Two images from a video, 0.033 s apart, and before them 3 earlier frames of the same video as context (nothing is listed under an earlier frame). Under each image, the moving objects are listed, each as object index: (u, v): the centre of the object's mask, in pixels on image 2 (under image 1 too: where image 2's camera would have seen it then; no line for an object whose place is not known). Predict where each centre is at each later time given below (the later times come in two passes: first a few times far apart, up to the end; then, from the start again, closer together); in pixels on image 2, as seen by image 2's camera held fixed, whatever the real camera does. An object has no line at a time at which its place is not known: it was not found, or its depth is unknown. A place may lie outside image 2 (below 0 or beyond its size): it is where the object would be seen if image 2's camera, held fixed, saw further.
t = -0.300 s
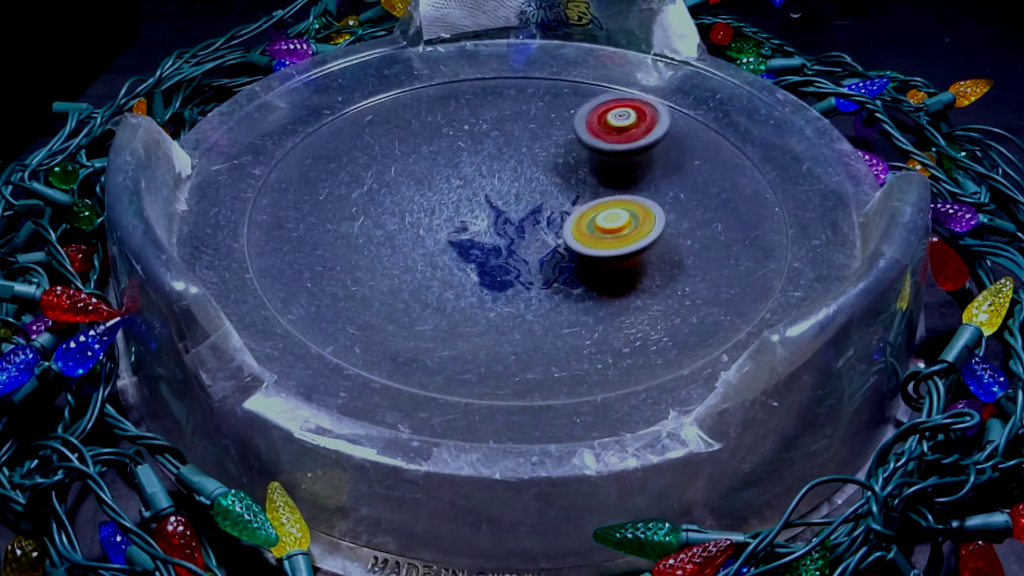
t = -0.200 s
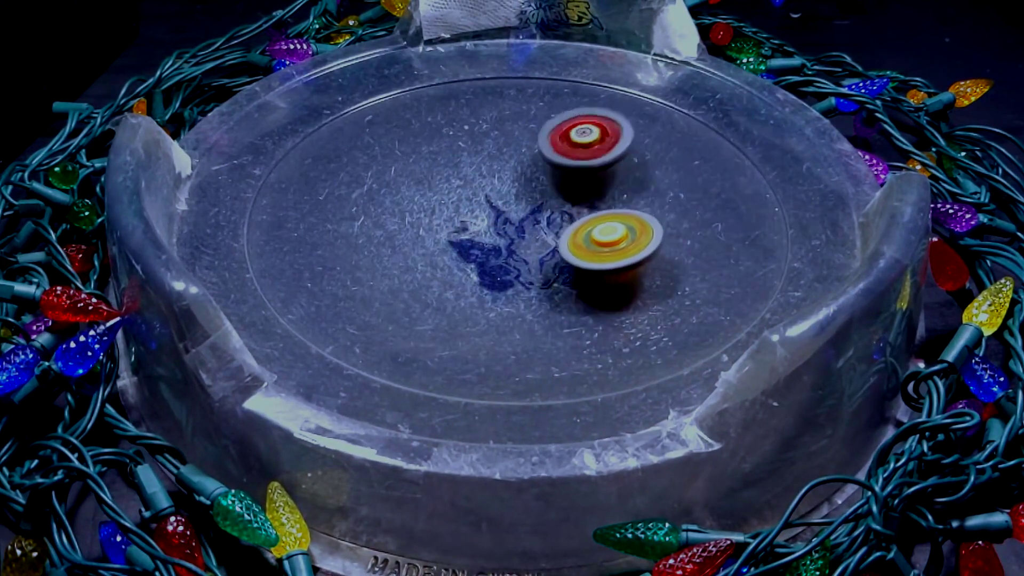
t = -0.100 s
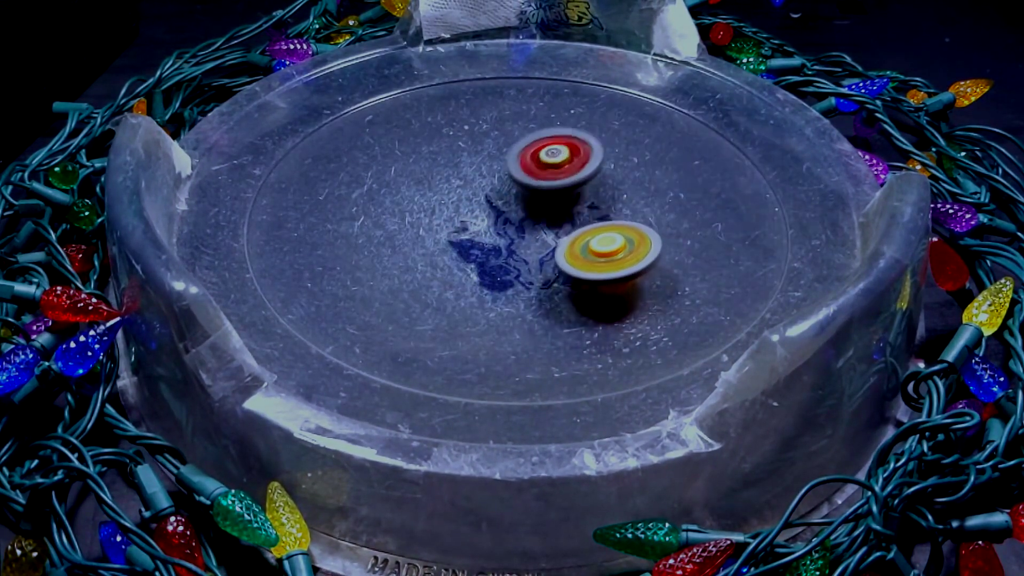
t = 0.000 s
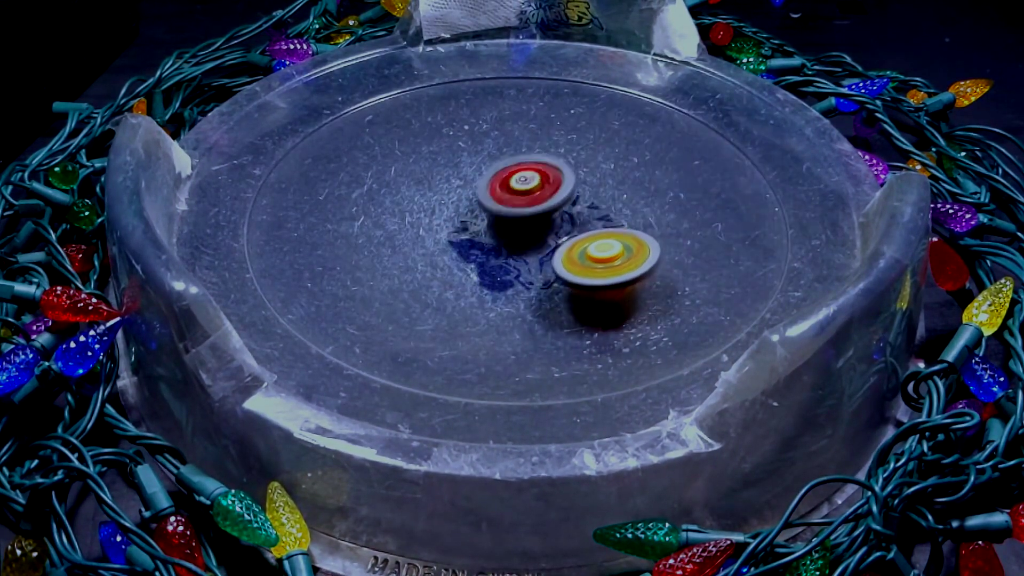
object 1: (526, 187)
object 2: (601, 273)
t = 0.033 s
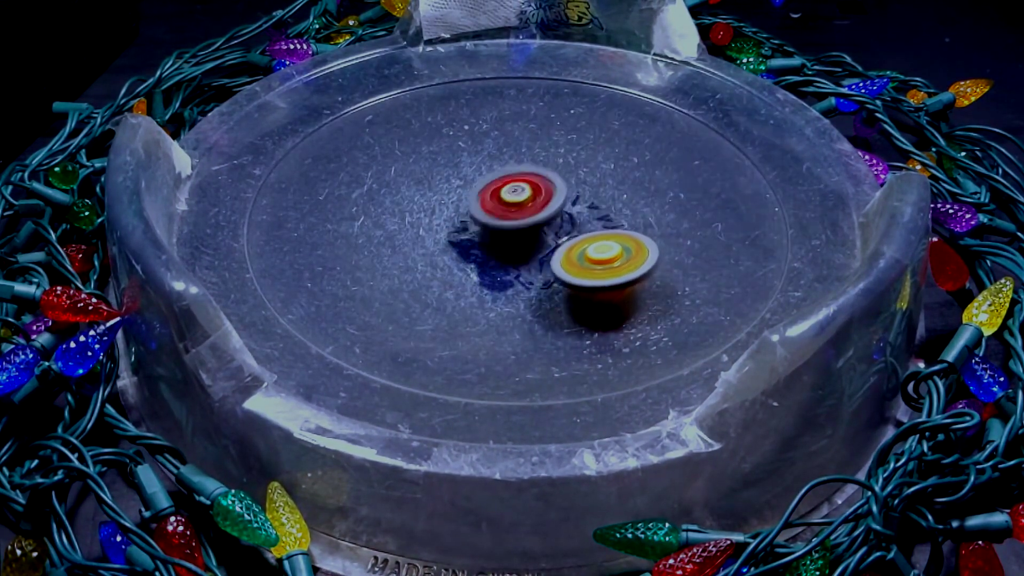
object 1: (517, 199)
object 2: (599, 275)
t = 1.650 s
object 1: (290, 137)
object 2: (350, 280)
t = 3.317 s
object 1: (487, 129)
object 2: (414, 199)
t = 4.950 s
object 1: (588, 214)
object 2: (478, 232)
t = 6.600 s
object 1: (473, 190)
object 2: (533, 256)
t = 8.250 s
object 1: (486, 316)
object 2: (561, 201)
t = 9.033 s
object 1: (499, 149)
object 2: (336, 187)
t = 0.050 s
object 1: (513, 205)
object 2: (598, 276)
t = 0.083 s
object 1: (507, 219)
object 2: (599, 276)
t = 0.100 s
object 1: (505, 224)
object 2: (597, 277)
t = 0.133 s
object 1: (500, 240)
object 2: (595, 280)
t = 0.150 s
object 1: (493, 245)
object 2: (603, 281)
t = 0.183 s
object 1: (481, 255)
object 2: (608, 283)
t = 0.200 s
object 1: (478, 260)
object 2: (608, 283)
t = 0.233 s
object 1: (475, 272)
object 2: (609, 284)
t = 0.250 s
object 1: (478, 278)
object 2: (608, 284)
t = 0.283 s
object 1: (487, 290)
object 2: (609, 285)
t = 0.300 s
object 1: (495, 296)
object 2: (609, 285)
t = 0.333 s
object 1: (511, 304)
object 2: (609, 284)
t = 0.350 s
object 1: (481, 314)
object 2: (627, 271)
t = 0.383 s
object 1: (422, 329)
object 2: (699, 242)
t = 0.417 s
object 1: (374, 335)
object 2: (739, 213)
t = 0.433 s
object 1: (354, 336)
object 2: (754, 200)
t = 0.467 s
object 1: (321, 340)
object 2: (773, 176)
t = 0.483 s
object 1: (316, 337)
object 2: (772, 166)
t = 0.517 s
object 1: (331, 337)
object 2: (749, 155)
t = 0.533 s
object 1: (340, 344)
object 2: (740, 150)
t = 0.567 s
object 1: (360, 352)
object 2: (723, 143)
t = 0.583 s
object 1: (369, 355)
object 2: (715, 139)
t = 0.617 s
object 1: (388, 360)
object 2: (698, 134)
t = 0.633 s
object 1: (397, 364)
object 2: (689, 132)
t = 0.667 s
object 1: (414, 367)
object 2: (672, 127)
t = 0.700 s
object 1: (427, 369)
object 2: (654, 124)
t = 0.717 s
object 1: (432, 370)
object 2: (644, 122)
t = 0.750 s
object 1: (440, 370)
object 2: (625, 120)
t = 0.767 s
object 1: (444, 369)
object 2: (616, 118)
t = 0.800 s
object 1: (450, 368)
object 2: (596, 117)
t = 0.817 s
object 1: (453, 368)
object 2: (586, 116)
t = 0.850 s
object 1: (460, 366)
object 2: (567, 116)
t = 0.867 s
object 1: (463, 365)
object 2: (557, 115)
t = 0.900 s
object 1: (469, 363)
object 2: (537, 116)
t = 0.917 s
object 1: (473, 362)
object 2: (527, 116)
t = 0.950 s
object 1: (480, 359)
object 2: (508, 118)
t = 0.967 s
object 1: (484, 357)
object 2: (499, 119)
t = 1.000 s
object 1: (497, 354)
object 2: (480, 121)
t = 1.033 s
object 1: (508, 348)
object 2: (462, 124)
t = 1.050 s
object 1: (513, 344)
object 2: (453, 127)
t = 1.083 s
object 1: (521, 337)
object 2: (436, 131)
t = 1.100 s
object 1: (524, 334)
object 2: (427, 133)
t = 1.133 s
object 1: (534, 322)
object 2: (411, 138)
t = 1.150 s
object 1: (540, 316)
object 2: (403, 141)
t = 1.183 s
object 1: (551, 299)
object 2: (387, 148)
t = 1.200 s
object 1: (556, 291)
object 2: (381, 150)
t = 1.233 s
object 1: (561, 272)
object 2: (368, 157)
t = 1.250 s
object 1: (560, 262)
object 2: (362, 161)
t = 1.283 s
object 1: (556, 245)
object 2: (351, 170)
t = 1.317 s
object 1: (542, 220)
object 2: (341, 178)
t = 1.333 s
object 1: (533, 210)
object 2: (336, 183)
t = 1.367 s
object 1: (512, 187)
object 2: (328, 194)
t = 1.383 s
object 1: (500, 182)
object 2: (325, 198)
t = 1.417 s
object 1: (471, 162)
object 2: (320, 209)
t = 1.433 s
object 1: (456, 155)
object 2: (318, 214)
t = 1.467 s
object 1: (426, 144)
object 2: (316, 225)
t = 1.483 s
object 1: (410, 139)
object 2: (315, 230)
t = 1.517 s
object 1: (378, 133)
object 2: (319, 240)
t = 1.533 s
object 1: (361, 131)
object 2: (319, 246)
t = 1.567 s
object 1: (330, 130)
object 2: (326, 255)
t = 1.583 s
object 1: (318, 131)
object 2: (327, 262)
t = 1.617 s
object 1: (300, 133)
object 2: (339, 271)
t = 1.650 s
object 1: (290, 137)
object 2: (350, 280)
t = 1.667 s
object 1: (287, 139)
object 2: (357, 284)
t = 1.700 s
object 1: (284, 144)
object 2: (371, 292)
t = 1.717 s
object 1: (284, 146)
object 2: (379, 296)
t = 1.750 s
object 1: (283, 149)
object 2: (394, 304)
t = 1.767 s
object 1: (284, 152)
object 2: (402, 307)
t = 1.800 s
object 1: (286, 156)
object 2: (423, 311)
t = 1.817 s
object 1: (287, 159)
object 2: (432, 313)
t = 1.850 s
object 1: (290, 164)
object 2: (452, 316)
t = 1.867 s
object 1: (292, 167)
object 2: (463, 316)
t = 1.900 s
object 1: (297, 171)
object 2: (482, 316)
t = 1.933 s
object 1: (302, 177)
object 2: (502, 316)
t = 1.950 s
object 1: (305, 180)
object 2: (512, 315)
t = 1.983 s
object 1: (315, 187)
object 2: (531, 312)
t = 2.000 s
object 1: (321, 191)
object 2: (540, 310)
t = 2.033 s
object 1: (336, 201)
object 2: (557, 305)
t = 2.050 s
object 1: (345, 206)
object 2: (565, 303)
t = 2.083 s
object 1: (367, 217)
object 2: (581, 296)
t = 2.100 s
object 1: (380, 221)
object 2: (588, 293)
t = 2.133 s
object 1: (409, 229)
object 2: (600, 285)
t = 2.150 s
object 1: (426, 231)
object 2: (605, 280)
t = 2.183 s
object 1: (464, 235)
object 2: (612, 273)
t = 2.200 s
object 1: (482, 234)
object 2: (617, 269)
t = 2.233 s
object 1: (520, 229)
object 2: (623, 261)
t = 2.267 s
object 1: (548, 216)
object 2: (631, 251)
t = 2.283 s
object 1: (559, 208)
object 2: (633, 249)
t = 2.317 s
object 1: (581, 189)
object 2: (637, 248)
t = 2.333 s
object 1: (590, 180)
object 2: (637, 248)
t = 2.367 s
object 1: (605, 161)
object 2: (637, 244)
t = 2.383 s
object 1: (610, 150)
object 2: (637, 241)
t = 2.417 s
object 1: (613, 130)
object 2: (638, 235)
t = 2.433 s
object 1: (611, 121)
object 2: (638, 233)
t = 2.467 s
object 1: (604, 101)
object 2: (640, 227)
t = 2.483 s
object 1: (600, 91)
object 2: (642, 224)
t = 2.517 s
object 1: (589, 77)
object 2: (661, 205)
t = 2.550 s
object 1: (581, 68)
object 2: (664, 195)
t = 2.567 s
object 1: (577, 65)
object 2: (662, 192)
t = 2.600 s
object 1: (570, 61)
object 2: (658, 185)
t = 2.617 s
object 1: (567, 61)
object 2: (656, 182)
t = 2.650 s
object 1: (563, 61)
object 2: (649, 176)
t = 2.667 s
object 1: (560, 62)
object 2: (645, 174)
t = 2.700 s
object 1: (556, 63)
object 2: (637, 169)
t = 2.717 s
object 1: (554, 65)
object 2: (633, 167)
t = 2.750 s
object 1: (549, 67)
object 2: (623, 164)
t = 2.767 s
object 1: (547, 69)
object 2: (618, 162)
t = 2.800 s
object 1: (543, 72)
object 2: (607, 160)
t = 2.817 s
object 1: (540, 74)
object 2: (602, 159)
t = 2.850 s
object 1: (536, 77)
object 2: (591, 158)
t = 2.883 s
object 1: (531, 82)
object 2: (579, 158)
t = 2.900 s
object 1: (529, 84)
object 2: (573, 158)
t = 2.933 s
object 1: (523, 91)
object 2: (561, 161)
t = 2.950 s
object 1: (521, 92)
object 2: (556, 163)
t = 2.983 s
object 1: (516, 96)
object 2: (545, 172)
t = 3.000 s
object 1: (515, 97)
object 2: (538, 173)
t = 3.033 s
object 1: (514, 107)
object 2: (521, 185)
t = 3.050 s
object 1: (513, 108)
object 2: (512, 187)
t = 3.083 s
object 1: (511, 112)
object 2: (491, 193)
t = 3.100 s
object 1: (509, 114)
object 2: (481, 196)
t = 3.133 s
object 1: (504, 116)
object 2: (465, 200)
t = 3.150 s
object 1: (501, 117)
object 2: (458, 201)
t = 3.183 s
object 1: (496, 121)
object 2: (447, 202)
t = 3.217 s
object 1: (493, 123)
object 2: (438, 201)
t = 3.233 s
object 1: (492, 124)
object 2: (434, 200)
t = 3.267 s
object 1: (490, 126)
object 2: (426, 199)
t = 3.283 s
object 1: (489, 126)
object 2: (422, 199)
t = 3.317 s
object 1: (487, 129)
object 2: (414, 199)
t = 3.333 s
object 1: (487, 131)
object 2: (411, 199)
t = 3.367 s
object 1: (486, 133)
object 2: (405, 199)
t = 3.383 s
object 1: (485, 135)
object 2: (402, 200)
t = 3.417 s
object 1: (485, 140)
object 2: (397, 201)
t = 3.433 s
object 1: (485, 142)
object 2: (395, 201)
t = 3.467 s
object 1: (485, 147)
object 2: (391, 203)
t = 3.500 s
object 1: (486, 152)
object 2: (389, 206)
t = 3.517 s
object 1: (486, 154)
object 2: (390, 207)
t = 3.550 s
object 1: (488, 159)
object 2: (391, 211)
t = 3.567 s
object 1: (488, 161)
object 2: (392, 214)
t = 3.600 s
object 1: (491, 168)
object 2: (396, 218)
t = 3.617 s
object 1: (493, 174)
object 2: (401, 219)
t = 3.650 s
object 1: (500, 183)
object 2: (409, 222)
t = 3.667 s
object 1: (505, 187)
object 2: (409, 224)
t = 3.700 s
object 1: (536, 189)
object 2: (391, 231)
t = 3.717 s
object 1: (550, 191)
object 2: (386, 234)
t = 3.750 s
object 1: (569, 193)
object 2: (384, 240)
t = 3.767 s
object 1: (579, 195)
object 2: (387, 242)
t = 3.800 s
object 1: (597, 197)
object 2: (393, 248)
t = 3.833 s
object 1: (614, 198)
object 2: (401, 253)
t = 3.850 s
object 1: (622, 198)
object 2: (405, 255)
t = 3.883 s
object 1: (638, 197)
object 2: (415, 259)
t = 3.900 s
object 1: (645, 196)
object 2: (421, 261)
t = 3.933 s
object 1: (655, 193)
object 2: (433, 263)
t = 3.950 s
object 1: (658, 192)
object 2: (438, 265)
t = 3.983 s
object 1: (662, 193)
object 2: (451, 266)
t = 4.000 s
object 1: (663, 192)
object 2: (457, 266)
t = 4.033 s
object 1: (664, 191)
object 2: (470, 267)
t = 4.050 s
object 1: (664, 191)
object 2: (476, 266)
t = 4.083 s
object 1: (664, 191)
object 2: (488, 265)
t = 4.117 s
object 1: (664, 191)
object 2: (501, 262)
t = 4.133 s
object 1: (664, 191)
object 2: (506, 261)
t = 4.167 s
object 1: (663, 191)
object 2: (516, 258)
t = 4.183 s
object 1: (663, 191)
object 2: (520, 257)
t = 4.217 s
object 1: (661, 192)
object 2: (529, 254)
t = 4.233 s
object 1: (659, 192)
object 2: (535, 254)
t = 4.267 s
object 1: (656, 193)
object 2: (537, 250)
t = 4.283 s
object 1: (655, 193)
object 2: (552, 245)
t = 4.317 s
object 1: (655, 194)
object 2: (555, 242)
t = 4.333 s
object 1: (661, 192)
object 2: (547, 240)
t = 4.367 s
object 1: (666, 190)
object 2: (534, 245)
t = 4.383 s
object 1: (666, 190)
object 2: (525, 240)
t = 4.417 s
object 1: (662, 192)
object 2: (523, 237)
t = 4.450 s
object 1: (658, 192)
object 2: (526, 233)
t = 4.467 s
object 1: (656, 192)
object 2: (527, 231)
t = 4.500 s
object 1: (651, 194)
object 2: (529, 229)
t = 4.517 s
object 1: (648, 194)
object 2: (529, 228)
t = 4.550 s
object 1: (641, 197)
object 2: (530, 226)
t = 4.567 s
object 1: (638, 199)
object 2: (530, 225)
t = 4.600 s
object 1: (642, 197)
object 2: (522, 224)
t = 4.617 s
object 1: (647, 198)
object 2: (509, 226)
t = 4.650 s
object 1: (652, 198)
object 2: (497, 223)
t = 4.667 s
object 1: (651, 198)
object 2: (494, 222)
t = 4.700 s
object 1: (648, 199)
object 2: (489, 221)
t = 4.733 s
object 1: (643, 201)
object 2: (485, 220)
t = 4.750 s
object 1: (641, 201)
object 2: (484, 221)
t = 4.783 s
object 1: (635, 203)
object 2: (482, 223)
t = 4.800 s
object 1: (631, 203)
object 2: (481, 223)
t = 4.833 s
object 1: (625, 205)
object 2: (480, 224)
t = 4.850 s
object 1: (621, 205)
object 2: (479, 225)
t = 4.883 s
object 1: (613, 208)
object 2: (478, 227)
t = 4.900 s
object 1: (608, 208)
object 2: (478, 228)
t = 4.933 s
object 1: (595, 213)
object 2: (478, 231)
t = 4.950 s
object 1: (588, 214)
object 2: (478, 232)
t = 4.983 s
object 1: (617, 215)
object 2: (429, 226)
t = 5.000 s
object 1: (639, 215)
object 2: (394, 221)
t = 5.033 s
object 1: (677, 215)
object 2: (339, 210)
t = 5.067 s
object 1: (702, 214)
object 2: (297, 201)
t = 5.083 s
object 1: (709, 214)
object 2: (281, 199)
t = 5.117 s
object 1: (714, 213)
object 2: (258, 196)
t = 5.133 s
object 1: (714, 212)
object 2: (251, 197)
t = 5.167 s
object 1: (712, 210)
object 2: (248, 199)
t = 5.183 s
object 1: (711, 209)
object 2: (254, 208)
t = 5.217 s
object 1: (708, 207)
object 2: (263, 217)
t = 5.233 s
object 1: (706, 207)
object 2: (267, 221)
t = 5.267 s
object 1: (701, 205)
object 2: (275, 228)
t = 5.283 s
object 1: (698, 205)
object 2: (279, 231)
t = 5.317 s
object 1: (692, 204)
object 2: (284, 235)
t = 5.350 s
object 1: (686, 204)
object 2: (289, 240)
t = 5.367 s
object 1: (682, 203)
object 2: (291, 242)
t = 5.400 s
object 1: (675, 204)
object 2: (295, 246)
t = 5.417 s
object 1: (671, 203)
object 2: (297, 248)
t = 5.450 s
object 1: (660, 203)
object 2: (302, 251)
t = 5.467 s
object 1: (654, 204)
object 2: (304, 252)
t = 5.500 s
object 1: (636, 205)
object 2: (311, 256)
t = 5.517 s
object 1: (626, 205)
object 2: (316, 258)
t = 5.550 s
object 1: (605, 208)
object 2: (328, 260)
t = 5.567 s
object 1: (592, 212)
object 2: (332, 261)
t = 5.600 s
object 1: (569, 215)
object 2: (343, 262)
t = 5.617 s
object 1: (557, 217)
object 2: (349, 263)
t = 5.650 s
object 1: (531, 223)
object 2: (361, 265)
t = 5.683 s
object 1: (506, 231)
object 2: (374, 266)
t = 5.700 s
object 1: (495, 235)
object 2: (381, 266)
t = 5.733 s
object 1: (512, 235)
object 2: (338, 265)
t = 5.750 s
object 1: (534, 233)
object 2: (306, 264)
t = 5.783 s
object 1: (572, 234)
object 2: (252, 261)
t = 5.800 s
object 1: (586, 231)
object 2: (241, 252)
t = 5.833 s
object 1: (612, 224)
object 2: (228, 243)
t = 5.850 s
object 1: (620, 222)
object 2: (224, 243)
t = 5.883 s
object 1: (627, 219)
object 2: (228, 243)
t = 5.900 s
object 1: (628, 217)
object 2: (231, 243)
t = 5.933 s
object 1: (628, 216)
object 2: (238, 242)
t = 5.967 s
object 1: (626, 213)
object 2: (244, 244)
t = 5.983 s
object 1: (626, 212)
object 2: (249, 243)
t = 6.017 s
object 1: (624, 210)
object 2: (257, 245)
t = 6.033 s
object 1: (623, 209)
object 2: (262, 250)
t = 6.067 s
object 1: (621, 206)
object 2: (278, 256)
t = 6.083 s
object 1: (619, 205)
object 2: (285, 257)
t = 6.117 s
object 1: (616, 204)
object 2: (297, 272)
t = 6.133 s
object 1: (614, 203)
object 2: (305, 273)
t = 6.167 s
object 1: (610, 201)
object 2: (318, 276)
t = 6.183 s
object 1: (607, 199)
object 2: (330, 264)
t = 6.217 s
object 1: (602, 197)
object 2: (344, 278)
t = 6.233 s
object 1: (599, 196)
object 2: (352, 279)
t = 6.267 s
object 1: (591, 193)
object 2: (373, 269)
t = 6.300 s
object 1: (581, 191)
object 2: (390, 280)
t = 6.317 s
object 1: (577, 190)
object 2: (399, 280)
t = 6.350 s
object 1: (566, 189)
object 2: (417, 279)
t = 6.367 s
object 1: (561, 188)
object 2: (425, 279)
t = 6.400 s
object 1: (547, 186)
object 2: (443, 277)
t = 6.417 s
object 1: (541, 188)
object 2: (451, 276)
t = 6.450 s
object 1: (528, 186)
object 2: (468, 272)
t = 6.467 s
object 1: (523, 187)
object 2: (477, 271)
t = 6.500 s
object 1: (512, 187)
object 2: (493, 267)
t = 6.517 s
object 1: (505, 187)
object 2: (501, 264)
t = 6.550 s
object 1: (494, 189)
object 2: (515, 260)
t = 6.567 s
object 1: (485, 188)
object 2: (521, 258)
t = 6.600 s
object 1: (473, 190)
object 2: (533, 256)
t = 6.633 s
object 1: (464, 194)
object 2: (543, 252)
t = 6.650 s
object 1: (459, 198)
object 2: (549, 249)
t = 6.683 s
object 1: (452, 200)
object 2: (562, 244)
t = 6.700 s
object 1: (450, 201)
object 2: (569, 241)
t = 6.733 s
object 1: (446, 204)
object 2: (581, 235)
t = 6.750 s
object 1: (445, 204)
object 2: (585, 233)
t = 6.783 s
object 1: (442, 206)
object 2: (592, 231)
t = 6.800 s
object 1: (442, 206)
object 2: (595, 229)
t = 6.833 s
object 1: (439, 208)
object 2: (602, 226)
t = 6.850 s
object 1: (439, 209)
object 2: (605, 225)
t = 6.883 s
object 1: (437, 210)
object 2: (610, 221)
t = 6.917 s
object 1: (436, 212)
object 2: (617, 216)
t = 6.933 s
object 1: (436, 212)
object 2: (621, 213)
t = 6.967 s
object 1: (436, 214)
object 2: (635, 200)
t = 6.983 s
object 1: (436, 214)
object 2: (638, 197)
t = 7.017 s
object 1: (436, 217)
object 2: (646, 189)
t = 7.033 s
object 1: (437, 216)
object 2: (649, 186)
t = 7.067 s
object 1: (438, 220)
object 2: (653, 182)
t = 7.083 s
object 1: (439, 220)
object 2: (655, 180)
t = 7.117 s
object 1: (440, 221)
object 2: (657, 175)
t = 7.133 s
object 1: (441, 222)
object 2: (658, 174)
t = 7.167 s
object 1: (443, 223)
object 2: (659, 170)
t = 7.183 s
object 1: (444, 224)
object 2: (660, 169)
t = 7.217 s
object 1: (446, 226)
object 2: (659, 167)
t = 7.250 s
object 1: (449, 228)
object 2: (657, 165)
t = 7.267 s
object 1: (450, 229)
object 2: (656, 165)
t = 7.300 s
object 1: (453, 230)
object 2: (653, 165)
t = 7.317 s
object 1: (455, 230)
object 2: (650, 165)
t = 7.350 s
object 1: (459, 232)
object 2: (646, 166)
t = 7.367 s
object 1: (460, 232)
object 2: (642, 167)
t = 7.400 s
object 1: (464, 233)
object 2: (637, 169)
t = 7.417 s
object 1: (467, 234)
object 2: (633, 171)
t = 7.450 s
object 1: (470, 234)
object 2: (626, 175)
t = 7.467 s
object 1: (473, 235)
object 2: (623, 176)
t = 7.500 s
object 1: (477, 236)
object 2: (616, 181)
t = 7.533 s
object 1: (481, 236)
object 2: (610, 186)
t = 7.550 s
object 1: (483, 236)
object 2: (606, 190)
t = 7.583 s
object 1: (489, 237)
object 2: (599, 196)
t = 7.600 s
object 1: (492, 237)
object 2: (597, 198)
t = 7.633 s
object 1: (500, 238)
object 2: (592, 204)
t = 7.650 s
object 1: (504, 238)
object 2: (590, 207)
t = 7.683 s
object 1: (502, 241)
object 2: (590, 209)
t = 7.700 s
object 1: (499, 244)
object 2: (592, 207)
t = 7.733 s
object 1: (495, 246)
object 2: (593, 208)
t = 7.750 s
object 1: (497, 246)
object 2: (592, 209)
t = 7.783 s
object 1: (498, 248)
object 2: (589, 212)
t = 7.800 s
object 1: (500, 248)
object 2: (587, 214)
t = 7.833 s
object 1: (501, 251)
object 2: (583, 217)
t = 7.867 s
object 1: (503, 252)
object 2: (580, 225)
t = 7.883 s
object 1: (489, 258)
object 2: (583, 223)
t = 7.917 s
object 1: (467, 271)
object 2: (601, 205)
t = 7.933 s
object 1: (459, 276)
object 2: (607, 201)
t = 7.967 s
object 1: (450, 287)
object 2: (614, 197)
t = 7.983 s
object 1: (449, 292)
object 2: (615, 196)
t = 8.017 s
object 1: (449, 301)
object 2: (611, 196)
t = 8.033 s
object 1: (451, 306)
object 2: (609, 196)
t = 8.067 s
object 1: (456, 312)
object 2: (601, 197)
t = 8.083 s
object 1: (460, 314)
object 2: (597, 198)
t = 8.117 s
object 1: (467, 316)
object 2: (592, 197)
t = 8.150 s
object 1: (472, 317)
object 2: (585, 197)
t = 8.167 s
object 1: (474, 317)
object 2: (582, 197)
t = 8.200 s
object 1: (479, 317)
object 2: (575, 198)
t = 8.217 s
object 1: (481, 317)
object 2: (570, 199)
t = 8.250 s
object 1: (486, 316)
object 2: (561, 201)
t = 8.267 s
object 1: (488, 316)
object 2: (557, 203)
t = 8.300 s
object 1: (492, 314)
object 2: (547, 204)
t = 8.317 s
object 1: (494, 314)
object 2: (543, 206)
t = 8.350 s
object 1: (499, 311)
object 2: (535, 210)
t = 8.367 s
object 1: (501, 310)
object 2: (532, 211)
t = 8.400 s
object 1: (506, 306)
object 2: (524, 214)
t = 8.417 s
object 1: (509, 304)
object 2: (521, 216)
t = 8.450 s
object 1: (515, 297)
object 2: (513, 217)
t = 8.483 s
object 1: (522, 287)
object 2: (505, 217)
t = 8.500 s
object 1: (525, 283)
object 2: (499, 218)
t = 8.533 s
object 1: (529, 270)
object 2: (491, 218)
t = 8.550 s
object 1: (535, 268)
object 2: (485, 214)
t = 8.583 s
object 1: (545, 269)
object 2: (473, 204)
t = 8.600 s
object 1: (548, 263)
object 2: (468, 196)
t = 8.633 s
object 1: (551, 256)
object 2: (459, 185)
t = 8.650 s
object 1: (552, 253)
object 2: (455, 183)
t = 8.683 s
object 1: (552, 249)
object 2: (449, 180)
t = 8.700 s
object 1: (551, 246)
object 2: (445, 179)
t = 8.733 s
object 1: (547, 224)
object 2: (436, 178)
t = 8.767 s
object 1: (541, 211)
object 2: (427, 178)
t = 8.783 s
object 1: (537, 205)
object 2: (421, 177)
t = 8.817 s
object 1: (527, 193)
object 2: (412, 177)
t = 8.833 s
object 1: (521, 188)
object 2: (408, 177)
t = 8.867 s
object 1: (508, 178)
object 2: (400, 178)
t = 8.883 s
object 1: (503, 176)
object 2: (396, 179)
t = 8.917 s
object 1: (491, 167)
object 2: (390, 179)
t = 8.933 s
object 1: (486, 164)
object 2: (387, 180)
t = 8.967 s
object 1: (491, 157)
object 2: (362, 181)
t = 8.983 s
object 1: (495, 154)
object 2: (352, 182)
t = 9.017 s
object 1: (499, 151)
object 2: (340, 186)
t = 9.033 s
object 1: (499, 149)
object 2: (336, 187)
